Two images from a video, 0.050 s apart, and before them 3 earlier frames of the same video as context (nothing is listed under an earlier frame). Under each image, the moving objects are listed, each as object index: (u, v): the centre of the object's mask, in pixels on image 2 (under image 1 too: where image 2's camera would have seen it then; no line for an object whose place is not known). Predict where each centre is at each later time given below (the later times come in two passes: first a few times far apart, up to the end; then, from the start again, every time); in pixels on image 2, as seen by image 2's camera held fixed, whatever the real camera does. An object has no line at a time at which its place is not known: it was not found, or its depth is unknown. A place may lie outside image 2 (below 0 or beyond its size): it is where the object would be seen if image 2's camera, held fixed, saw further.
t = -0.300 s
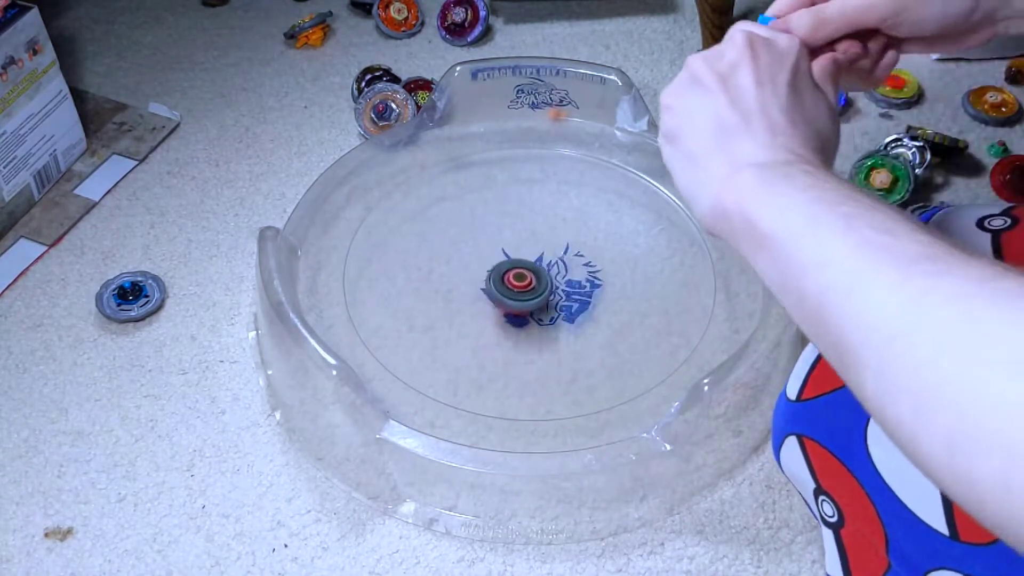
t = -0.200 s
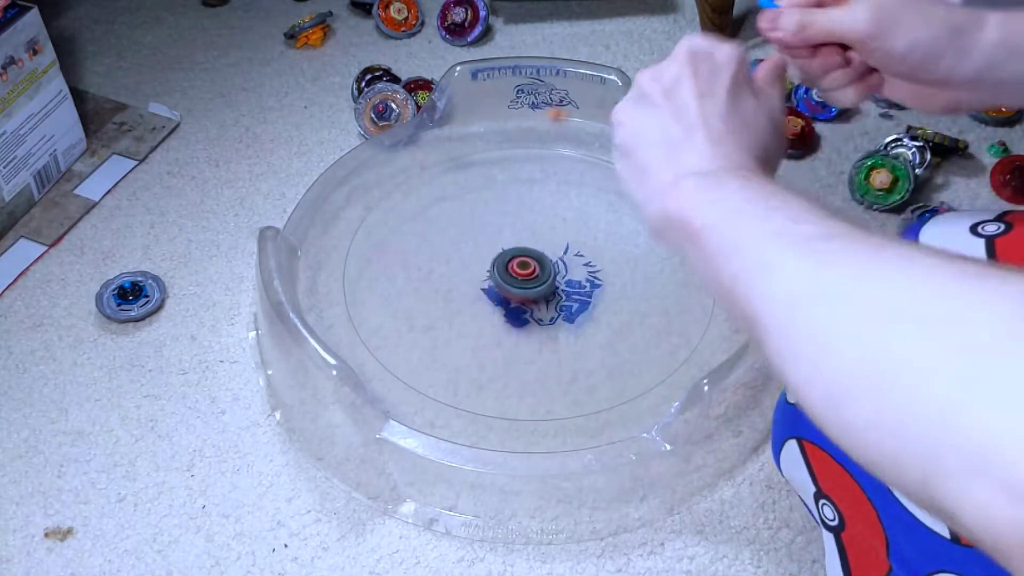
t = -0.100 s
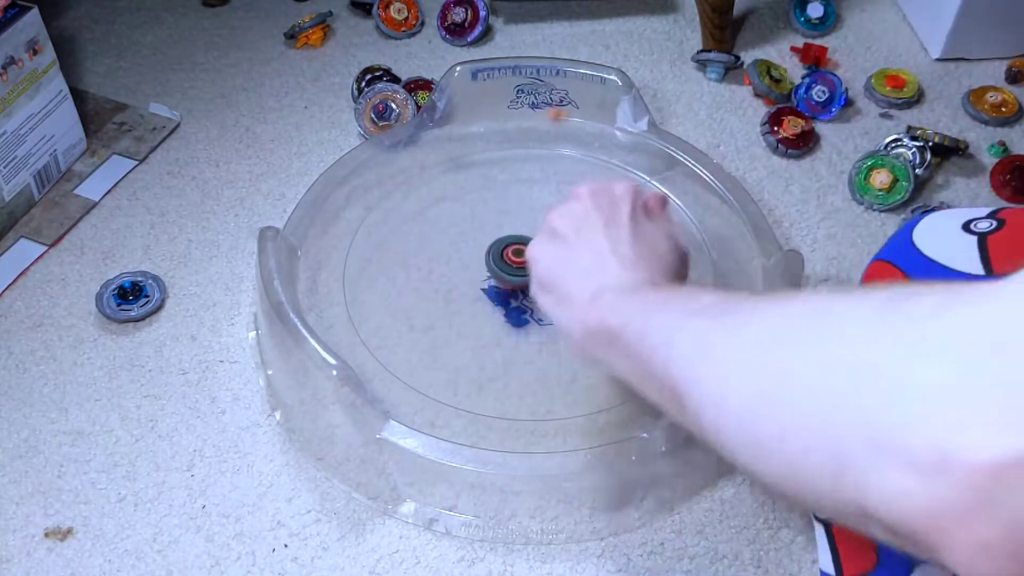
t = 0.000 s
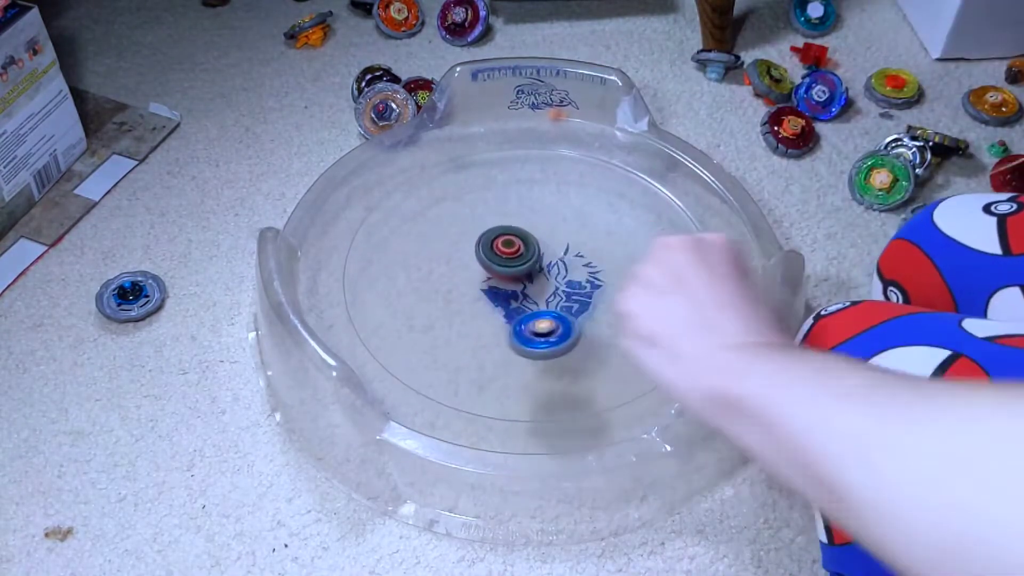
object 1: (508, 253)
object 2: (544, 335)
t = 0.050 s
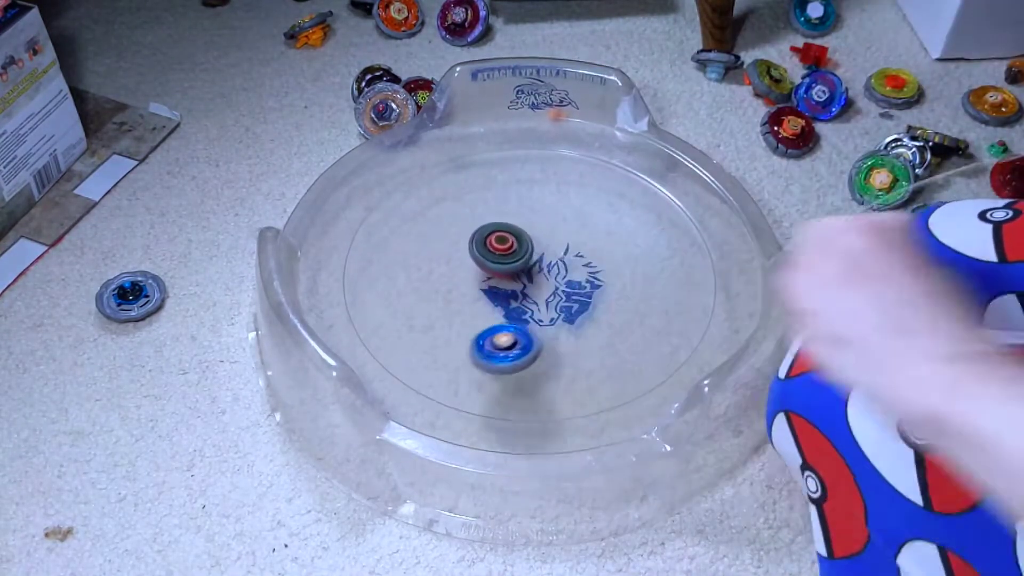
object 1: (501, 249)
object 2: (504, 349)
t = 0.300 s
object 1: (493, 259)
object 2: (486, 391)
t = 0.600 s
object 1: (521, 253)
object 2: (520, 347)
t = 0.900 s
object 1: (531, 242)
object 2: (362, 296)
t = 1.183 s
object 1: (532, 247)
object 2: (474, 331)
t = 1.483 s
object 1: (555, 225)
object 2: (397, 226)
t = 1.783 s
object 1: (538, 244)
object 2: (490, 316)
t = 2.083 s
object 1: (561, 134)
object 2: (635, 282)
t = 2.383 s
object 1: (363, 157)
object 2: (518, 172)
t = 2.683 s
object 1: (356, 268)
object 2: (547, 331)
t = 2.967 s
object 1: (502, 356)
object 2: (663, 189)
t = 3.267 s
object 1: (662, 294)
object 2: (454, 236)
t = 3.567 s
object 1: (649, 206)
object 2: (664, 343)
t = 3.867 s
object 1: (525, 175)
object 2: (633, 195)
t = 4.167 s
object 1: (330, 225)
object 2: (540, 275)
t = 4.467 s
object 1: (469, 291)
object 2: (679, 315)
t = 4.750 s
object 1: (451, 285)
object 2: (624, 220)
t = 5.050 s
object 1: (415, 323)
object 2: (539, 178)
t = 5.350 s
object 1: (554, 361)
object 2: (507, 319)
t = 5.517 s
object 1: (692, 349)
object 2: (591, 316)
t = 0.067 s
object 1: (499, 249)
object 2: (492, 358)
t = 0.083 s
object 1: (497, 249)
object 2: (487, 357)
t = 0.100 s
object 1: (496, 249)
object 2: (481, 357)
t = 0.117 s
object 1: (495, 250)
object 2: (476, 361)
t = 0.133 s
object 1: (494, 250)
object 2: (471, 366)
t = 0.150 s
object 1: (493, 251)
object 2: (469, 369)
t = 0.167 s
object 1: (492, 251)
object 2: (466, 374)
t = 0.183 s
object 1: (492, 252)
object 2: (463, 379)
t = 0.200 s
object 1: (491, 253)
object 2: (461, 384)
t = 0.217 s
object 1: (491, 254)
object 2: (465, 383)
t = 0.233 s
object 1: (491, 255)
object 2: (470, 383)
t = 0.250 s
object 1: (491, 256)
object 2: (475, 385)
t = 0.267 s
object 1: (492, 257)
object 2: (480, 388)
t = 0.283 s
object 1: (492, 257)
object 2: (482, 389)
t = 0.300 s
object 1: (493, 259)
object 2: (486, 391)
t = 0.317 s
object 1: (495, 260)
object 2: (489, 391)
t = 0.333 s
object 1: (496, 261)
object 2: (493, 392)
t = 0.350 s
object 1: (498, 262)
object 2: (496, 393)
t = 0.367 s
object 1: (500, 263)
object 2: (500, 393)
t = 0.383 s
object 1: (502, 263)
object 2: (503, 394)
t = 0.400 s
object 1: (505, 264)
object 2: (506, 394)
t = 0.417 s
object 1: (507, 263)
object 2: (509, 393)
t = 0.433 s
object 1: (509, 263)
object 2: (511, 392)
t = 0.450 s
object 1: (511, 263)
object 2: (512, 389)
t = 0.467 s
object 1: (513, 262)
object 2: (513, 386)
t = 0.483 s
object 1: (514, 261)
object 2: (514, 383)
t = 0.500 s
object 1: (515, 259)
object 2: (515, 379)
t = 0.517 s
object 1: (517, 258)
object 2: (516, 375)
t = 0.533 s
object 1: (518, 257)
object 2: (517, 370)
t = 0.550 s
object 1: (519, 256)
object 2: (519, 365)
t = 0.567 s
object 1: (519, 255)
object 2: (520, 360)
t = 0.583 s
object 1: (520, 253)
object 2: (521, 353)
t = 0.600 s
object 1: (521, 253)
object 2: (520, 347)
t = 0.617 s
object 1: (521, 252)
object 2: (518, 340)
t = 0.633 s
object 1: (522, 251)
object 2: (514, 332)
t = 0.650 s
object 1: (523, 250)
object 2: (509, 325)
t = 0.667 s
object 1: (524, 250)
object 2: (503, 318)
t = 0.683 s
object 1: (524, 249)
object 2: (496, 312)
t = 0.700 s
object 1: (525, 249)
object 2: (487, 306)
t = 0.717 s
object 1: (526, 248)
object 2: (478, 300)
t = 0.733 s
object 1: (527, 247)
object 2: (468, 295)
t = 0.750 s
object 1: (528, 247)
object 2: (458, 291)
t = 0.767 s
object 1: (529, 246)
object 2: (447, 287)
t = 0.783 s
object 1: (530, 246)
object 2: (436, 285)
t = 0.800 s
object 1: (530, 246)
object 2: (424, 283)
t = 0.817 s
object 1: (531, 245)
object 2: (413, 283)
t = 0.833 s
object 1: (531, 245)
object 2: (402, 283)
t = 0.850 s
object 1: (531, 244)
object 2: (392, 285)
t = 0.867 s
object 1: (531, 244)
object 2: (382, 288)
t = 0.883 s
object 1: (531, 243)
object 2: (372, 292)
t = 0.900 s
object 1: (531, 242)
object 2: (362, 296)
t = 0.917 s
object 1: (531, 242)
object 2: (359, 300)
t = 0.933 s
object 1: (530, 241)
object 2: (364, 305)
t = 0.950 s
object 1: (530, 241)
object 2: (369, 312)
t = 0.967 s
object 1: (530, 241)
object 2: (375, 323)
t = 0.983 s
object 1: (530, 240)
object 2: (379, 328)
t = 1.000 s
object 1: (529, 240)
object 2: (382, 333)
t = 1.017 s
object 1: (529, 240)
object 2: (385, 336)
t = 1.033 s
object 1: (529, 240)
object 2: (389, 340)
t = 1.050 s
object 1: (528, 241)
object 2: (394, 342)
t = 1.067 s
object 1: (528, 242)
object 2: (400, 344)
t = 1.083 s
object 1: (528, 242)
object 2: (407, 344)
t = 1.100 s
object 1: (529, 243)
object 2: (416, 344)
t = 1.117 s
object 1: (529, 244)
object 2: (426, 342)
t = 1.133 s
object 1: (529, 245)
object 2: (437, 341)
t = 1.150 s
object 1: (530, 246)
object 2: (450, 339)
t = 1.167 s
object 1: (530, 246)
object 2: (462, 336)
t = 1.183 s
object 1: (532, 247)
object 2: (474, 331)
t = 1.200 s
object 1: (533, 248)
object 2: (484, 324)
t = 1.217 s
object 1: (535, 249)
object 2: (492, 316)
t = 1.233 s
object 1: (536, 249)
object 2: (499, 309)
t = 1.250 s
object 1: (538, 250)
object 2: (504, 299)
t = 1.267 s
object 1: (541, 248)
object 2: (505, 291)
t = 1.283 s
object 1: (547, 245)
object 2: (502, 284)
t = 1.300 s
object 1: (550, 242)
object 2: (499, 277)
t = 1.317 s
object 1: (553, 240)
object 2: (494, 270)
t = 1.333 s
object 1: (554, 238)
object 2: (488, 263)
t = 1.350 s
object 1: (555, 237)
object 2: (480, 256)
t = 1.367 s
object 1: (557, 235)
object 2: (473, 250)
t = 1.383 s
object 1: (557, 233)
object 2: (462, 242)
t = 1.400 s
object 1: (557, 232)
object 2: (452, 236)
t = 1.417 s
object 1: (557, 230)
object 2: (441, 232)
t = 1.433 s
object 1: (557, 229)
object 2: (430, 228)
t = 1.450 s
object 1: (556, 228)
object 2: (419, 226)
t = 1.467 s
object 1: (556, 227)
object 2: (408, 225)
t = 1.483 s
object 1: (555, 225)
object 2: (397, 226)
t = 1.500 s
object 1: (554, 225)
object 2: (386, 228)
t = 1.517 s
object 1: (552, 224)
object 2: (376, 231)
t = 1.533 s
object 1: (551, 223)
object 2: (367, 235)
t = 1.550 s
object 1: (549, 223)
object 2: (359, 240)
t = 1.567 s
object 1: (547, 223)
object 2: (353, 246)
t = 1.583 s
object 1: (545, 224)
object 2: (355, 256)
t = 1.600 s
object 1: (544, 225)
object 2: (356, 267)
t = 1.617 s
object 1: (543, 226)
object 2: (359, 276)
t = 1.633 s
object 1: (542, 228)
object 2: (363, 284)
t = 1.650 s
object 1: (540, 229)
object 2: (370, 292)
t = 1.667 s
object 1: (539, 230)
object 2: (379, 298)
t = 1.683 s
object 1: (538, 232)
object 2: (392, 304)
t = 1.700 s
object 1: (538, 234)
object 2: (405, 310)
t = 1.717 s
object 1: (537, 236)
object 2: (420, 314)
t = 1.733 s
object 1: (537, 237)
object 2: (436, 317)
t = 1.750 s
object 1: (537, 239)
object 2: (454, 319)
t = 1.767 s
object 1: (537, 241)
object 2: (472, 318)
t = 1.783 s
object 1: (538, 244)
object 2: (490, 316)
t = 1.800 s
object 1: (538, 245)
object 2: (506, 311)
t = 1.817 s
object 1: (539, 248)
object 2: (522, 303)
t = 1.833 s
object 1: (544, 241)
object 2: (531, 305)
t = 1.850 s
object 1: (554, 218)
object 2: (534, 316)
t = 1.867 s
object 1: (563, 198)
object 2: (537, 327)
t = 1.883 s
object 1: (570, 179)
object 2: (542, 335)
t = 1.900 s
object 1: (577, 162)
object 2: (547, 342)
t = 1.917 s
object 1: (582, 147)
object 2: (553, 347)
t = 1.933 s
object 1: (585, 134)
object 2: (561, 349)
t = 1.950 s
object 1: (586, 124)
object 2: (570, 350)
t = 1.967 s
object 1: (587, 118)
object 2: (579, 349)
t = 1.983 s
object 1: (584, 119)
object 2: (589, 344)
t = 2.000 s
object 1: (581, 123)
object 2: (598, 338)
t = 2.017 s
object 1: (578, 129)
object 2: (608, 330)
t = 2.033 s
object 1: (574, 129)
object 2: (618, 320)
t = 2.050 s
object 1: (570, 131)
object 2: (626, 308)
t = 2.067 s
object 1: (565, 133)
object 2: (632, 295)
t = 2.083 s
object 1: (561, 134)
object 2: (635, 282)
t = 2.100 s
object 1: (555, 137)
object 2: (637, 267)
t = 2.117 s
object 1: (549, 141)
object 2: (635, 253)
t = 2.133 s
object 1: (544, 143)
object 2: (632, 239)
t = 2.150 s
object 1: (539, 145)
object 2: (627, 226)
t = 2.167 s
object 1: (535, 148)
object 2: (619, 213)
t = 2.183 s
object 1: (530, 150)
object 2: (609, 200)
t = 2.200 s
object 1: (526, 152)
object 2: (597, 189)
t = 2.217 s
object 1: (521, 154)
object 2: (584, 180)
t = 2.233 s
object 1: (509, 152)
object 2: (576, 175)
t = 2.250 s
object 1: (486, 146)
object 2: (575, 173)
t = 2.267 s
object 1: (464, 142)
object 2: (574, 174)
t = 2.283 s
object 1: (449, 140)
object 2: (571, 173)
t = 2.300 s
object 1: (430, 142)
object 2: (565, 173)
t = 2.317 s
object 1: (413, 144)
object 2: (559, 172)
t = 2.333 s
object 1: (397, 148)
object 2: (550, 172)
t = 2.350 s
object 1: (383, 151)
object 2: (541, 171)
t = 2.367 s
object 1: (372, 153)
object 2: (530, 171)
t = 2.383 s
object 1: (363, 157)
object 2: (518, 172)
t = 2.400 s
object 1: (355, 161)
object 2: (506, 174)
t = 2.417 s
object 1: (349, 166)
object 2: (494, 178)
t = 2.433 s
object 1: (344, 170)
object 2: (482, 184)
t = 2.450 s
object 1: (341, 175)
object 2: (471, 192)
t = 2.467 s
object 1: (337, 180)
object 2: (462, 200)
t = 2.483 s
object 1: (334, 186)
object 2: (456, 210)
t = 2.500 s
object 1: (331, 191)
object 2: (451, 221)
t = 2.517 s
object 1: (329, 197)
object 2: (449, 233)
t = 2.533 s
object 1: (327, 203)
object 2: (448, 245)
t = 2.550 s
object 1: (326, 210)
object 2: (449, 258)
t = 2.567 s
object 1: (325, 216)
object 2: (453, 271)
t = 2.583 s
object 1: (324, 223)
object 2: (461, 284)
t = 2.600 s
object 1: (326, 229)
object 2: (471, 296)
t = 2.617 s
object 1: (332, 237)
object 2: (482, 307)
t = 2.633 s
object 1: (337, 243)
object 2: (496, 317)
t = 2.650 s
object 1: (343, 251)
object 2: (511, 323)
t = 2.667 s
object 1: (350, 260)
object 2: (528, 328)
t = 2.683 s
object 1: (356, 268)
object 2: (547, 331)
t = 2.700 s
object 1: (363, 276)
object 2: (566, 332)
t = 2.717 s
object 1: (369, 283)
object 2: (584, 330)
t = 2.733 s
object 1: (376, 289)
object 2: (603, 326)
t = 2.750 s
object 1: (382, 296)
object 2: (621, 320)
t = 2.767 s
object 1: (388, 302)
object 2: (637, 312)
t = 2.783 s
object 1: (394, 308)
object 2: (650, 304)
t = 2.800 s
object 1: (402, 314)
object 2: (663, 294)
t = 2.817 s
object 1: (409, 320)
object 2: (672, 283)
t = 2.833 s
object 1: (418, 326)
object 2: (680, 271)
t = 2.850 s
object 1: (426, 331)
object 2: (685, 259)
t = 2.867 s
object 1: (436, 336)
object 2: (689, 248)
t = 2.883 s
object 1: (446, 341)
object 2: (691, 237)
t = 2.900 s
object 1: (456, 345)
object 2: (692, 226)
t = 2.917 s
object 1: (467, 349)
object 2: (691, 216)
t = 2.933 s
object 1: (479, 352)
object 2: (687, 206)
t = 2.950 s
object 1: (491, 354)
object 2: (675, 197)
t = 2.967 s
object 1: (502, 356)
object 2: (663, 189)
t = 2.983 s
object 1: (514, 357)
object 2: (653, 181)
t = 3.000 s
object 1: (526, 358)
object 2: (643, 174)
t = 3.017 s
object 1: (538, 357)
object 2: (632, 168)
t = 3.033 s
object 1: (549, 356)
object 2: (620, 164)
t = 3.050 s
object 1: (560, 354)
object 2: (607, 161)
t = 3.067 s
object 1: (571, 353)
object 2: (595, 159)
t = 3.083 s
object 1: (582, 350)
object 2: (581, 158)
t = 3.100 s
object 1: (592, 346)
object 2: (568, 159)
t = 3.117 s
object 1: (602, 343)
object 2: (554, 161)
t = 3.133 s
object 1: (611, 338)
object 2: (540, 164)
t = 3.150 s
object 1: (619, 334)
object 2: (526, 169)
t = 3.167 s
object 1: (628, 329)
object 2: (513, 174)
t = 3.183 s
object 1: (635, 324)
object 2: (500, 181)
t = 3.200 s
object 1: (641, 318)
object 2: (488, 190)
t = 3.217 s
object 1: (648, 312)
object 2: (477, 200)
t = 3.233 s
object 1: (653, 306)
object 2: (468, 211)
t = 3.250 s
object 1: (658, 300)
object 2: (460, 223)
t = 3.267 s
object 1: (662, 294)
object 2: (454, 236)
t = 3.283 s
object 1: (665, 288)
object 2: (451, 249)
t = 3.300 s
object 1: (667, 282)
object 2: (449, 263)
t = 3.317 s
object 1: (669, 276)
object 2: (450, 276)
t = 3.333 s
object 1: (671, 271)
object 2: (453, 289)
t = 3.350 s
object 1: (672, 265)
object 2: (459, 303)
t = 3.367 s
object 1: (672, 259)
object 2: (468, 315)
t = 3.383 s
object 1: (672, 254)
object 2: (479, 328)
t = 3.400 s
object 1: (672, 249)
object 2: (492, 338)
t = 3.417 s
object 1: (672, 244)
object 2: (507, 346)
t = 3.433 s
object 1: (671, 239)
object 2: (523, 353)
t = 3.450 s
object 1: (669, 234)
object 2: (541, 357)
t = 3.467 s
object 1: (667, 229)
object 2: (560, 361)
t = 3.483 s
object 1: (665, 225)
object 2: (579, 362)
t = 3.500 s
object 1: (662, 221)
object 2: (598, 360)
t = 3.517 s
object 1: (659, 217)
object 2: (616, 357)
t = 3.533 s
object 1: (656, 213)
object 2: (633, 354)
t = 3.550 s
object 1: (652, 210)
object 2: (649, 348)
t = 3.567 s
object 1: (649, 206)
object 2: (664, 343)
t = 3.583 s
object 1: (645, 203)
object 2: (677, 335)
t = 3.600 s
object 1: (641, 200)
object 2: (689, 327)
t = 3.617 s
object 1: (636, 197)
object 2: (698, 317)
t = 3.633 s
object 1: (632, 195)
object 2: (703, 305)
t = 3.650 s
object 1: (627, 192)
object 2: (706, 292)
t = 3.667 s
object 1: (623, 190)
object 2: (709, 280)
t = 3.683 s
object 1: (618, 189)
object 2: (710, 268)
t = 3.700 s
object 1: (613, 187)
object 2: (707, 256)
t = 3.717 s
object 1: (608, 186)
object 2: (703, 244)
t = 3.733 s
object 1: (603, 185)
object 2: (698, 234)
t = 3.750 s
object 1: (597, 184)
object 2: (691, 225)
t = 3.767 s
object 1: (591, 183)
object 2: (683, 217)
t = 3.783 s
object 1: (585, 183)
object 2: (672, 210)
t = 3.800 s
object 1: (579, 183)
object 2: (661, 205)
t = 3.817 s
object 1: (573, 182)
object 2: (648, 200)
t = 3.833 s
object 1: (566, 183)
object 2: (635, 196)
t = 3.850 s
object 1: (554, 181)
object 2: (627, 194)
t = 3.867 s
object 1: (525, 175)
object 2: (633, 195)
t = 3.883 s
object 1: (497, 168)
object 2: (638, 199)
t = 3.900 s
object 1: (471, 162)
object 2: (640, 202)
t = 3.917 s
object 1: (447, 158)
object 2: (640, 204)
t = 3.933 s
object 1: (424, 155)
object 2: (638, 207)
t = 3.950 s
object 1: (407, 156)
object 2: (634, 209)
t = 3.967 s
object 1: (392, 160)
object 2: (628, 210)
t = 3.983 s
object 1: (376, 166)
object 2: (621, 212)
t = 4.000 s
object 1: (362, 175)
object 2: (612, 213)
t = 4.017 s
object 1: (350, 179)
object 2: (601, 215)
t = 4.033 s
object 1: (338, 185)
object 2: (591, 218)
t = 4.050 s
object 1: (329, 190)
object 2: (582, 222)
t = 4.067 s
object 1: (321, 195)
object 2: (572, 228)
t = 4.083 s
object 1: (315, 199)
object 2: (564, 234)
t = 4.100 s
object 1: (312, 206)
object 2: (556, 242)
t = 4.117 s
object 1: (310, 214)
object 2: (550, 249)
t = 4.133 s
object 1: (312, 217)
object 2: (545, 258)
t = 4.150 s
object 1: (321, 219)
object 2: (541, 267)
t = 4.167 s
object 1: (330, 225)
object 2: (540, 275)
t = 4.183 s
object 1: (339, 233)
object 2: (539, 283)
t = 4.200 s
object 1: (348, 237)
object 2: (540, 293)
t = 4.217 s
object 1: (357, 243)
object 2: (542, 300)
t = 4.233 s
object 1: (367, 249)
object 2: (546, 308)
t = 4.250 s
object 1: (377, 254)
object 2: (552, 314)
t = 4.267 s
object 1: (387, 259)
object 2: (558, 320)
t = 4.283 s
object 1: (396, 264)
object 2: (567, 327)
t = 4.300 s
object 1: (405, 269)
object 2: (576, 332)
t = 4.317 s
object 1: (414, 273)
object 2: (586, 334)
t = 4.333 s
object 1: (424, 277)
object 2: (597, 336)
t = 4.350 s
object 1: (432, 281)
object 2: (609, 337)
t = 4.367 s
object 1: (440, 284)
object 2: (621, 337)
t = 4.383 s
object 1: (446, 286)
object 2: (632, 336)
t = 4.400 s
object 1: (452, 288)
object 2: (644, 333)
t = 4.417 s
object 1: (456, 289)
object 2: (655, 330)
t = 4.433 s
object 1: (461, 290)
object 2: (664, 325)
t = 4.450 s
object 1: (465, 291)
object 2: (673, 321)
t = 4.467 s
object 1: (469, 291)
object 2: (679, 315)
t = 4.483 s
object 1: (473, 291)
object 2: (684, 308)
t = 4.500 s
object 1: (477, 290)
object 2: (687, 302)
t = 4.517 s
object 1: (480, 290)
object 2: (688, 294)
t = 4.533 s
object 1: (484, 289)
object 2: (686, 287)
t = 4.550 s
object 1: (488, 289)
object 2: (682, 281)
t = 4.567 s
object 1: (492, 287)
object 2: (676, 274)
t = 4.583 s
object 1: (496, 286)
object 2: (669, 269)
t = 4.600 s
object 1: (499, 285)
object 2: (661, 263)
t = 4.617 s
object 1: (502, 283)
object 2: (651, 258)
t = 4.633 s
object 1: (506, 282)
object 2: (640, 254)
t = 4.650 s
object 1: (509, 280)
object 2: (628, 251)
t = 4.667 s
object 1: (512, 278)
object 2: (616, 248)
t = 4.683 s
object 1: (516, 276)
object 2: (602, 247)
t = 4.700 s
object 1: (520, 275)
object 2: (590, 247)
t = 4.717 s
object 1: (521, 274)
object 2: (580, 247)
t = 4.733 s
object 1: (486, 281)
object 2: (602, 233)
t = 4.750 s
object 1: (451, 285)
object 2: (624, 220)
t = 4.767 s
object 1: (418, 289)
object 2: (640, 208)
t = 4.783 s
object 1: (388, 291)
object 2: (656, 197)
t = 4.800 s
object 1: (361, 293)
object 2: (667, 186)
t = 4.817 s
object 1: (340, 291)
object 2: (667, 181)
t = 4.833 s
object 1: (329, 286)
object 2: (661, 177)
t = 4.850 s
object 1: (333, 281)
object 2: (655, 176)
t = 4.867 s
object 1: (338, 278)
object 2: (647, 179)
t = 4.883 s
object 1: (343, 279)
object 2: (641, 179)
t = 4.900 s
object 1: (349, 282)
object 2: (632, 177)
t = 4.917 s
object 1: (355, 288)
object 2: (623, 175)
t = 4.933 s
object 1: (361, 297)
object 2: (613, 173)
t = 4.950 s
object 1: (369, 309)
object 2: (603, 171)
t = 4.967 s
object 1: (376, 311)
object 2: (593, 169)
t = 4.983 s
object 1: (383, 311)
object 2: (582, 169)
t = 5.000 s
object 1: (391, 314)
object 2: (571, 169)
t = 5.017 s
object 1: (398, 319)
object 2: (560, 171)
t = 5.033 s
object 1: (406, 320)
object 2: (549, 174)
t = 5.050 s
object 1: (415, 323)
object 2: (539, 178)
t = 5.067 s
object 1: (422, 325)
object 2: (528, 183)
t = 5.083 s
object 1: (430, 327)
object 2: (518, 190)
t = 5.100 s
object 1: (438, 329)
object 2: (508, 196)
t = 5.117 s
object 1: (445, 331)
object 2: (500, 204)
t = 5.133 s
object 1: (452, 332)
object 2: (493, 212)
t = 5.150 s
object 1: (459, 333)
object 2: (486, 221)
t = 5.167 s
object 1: (465, 334)
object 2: (481, 230)
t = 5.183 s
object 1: (472, 335)
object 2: (477, 240)
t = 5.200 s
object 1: (478, 336)
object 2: (475, 251)
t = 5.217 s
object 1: (485, 336)
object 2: (474, 261)
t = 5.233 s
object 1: (491, 336)
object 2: (474, 271)
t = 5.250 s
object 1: (499, 336)
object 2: (477, 280)
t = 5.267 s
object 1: (506, 336)
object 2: (479, 288)
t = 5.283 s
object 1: (514, 336)
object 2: (482, 295)
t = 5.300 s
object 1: (524, 340)
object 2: (485, 301)
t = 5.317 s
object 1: (533, 346)
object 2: (491, 307)
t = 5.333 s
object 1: (544, 354)
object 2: (498, 314)
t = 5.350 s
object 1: (554, 361)
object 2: (507, 319)
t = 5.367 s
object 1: (565, 363)
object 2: (516, 325)
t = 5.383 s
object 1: (578, 365)
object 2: (527, 331)
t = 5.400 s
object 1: (591, 365)
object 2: (539, 335)
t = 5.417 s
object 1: (604, 364)
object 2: (550, 338)
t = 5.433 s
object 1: (627, 369)
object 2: (557, 334)
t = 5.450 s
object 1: (648, 372)
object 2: (563, 330)
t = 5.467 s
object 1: (664, 366)
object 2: (568, 327)
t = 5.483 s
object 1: (677, 362)
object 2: (576, 323)
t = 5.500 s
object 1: (685, 355)
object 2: (583, 320)
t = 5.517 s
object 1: (692, 349)
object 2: (591, 316)
